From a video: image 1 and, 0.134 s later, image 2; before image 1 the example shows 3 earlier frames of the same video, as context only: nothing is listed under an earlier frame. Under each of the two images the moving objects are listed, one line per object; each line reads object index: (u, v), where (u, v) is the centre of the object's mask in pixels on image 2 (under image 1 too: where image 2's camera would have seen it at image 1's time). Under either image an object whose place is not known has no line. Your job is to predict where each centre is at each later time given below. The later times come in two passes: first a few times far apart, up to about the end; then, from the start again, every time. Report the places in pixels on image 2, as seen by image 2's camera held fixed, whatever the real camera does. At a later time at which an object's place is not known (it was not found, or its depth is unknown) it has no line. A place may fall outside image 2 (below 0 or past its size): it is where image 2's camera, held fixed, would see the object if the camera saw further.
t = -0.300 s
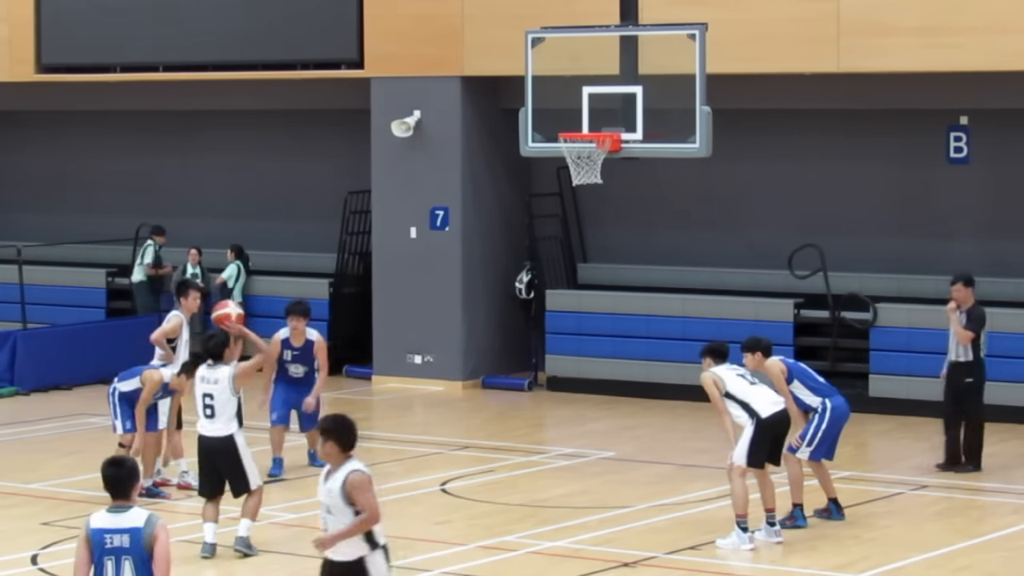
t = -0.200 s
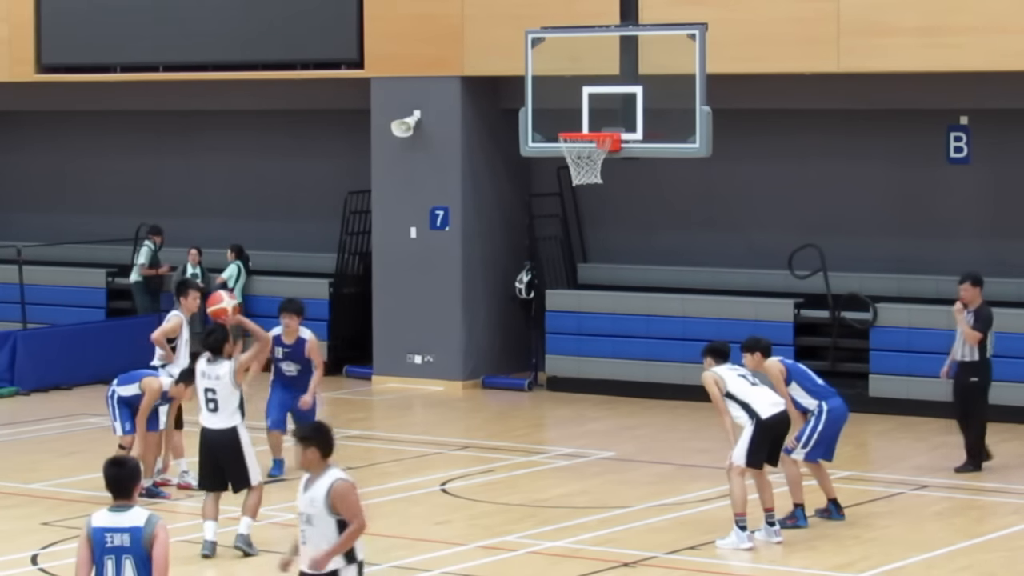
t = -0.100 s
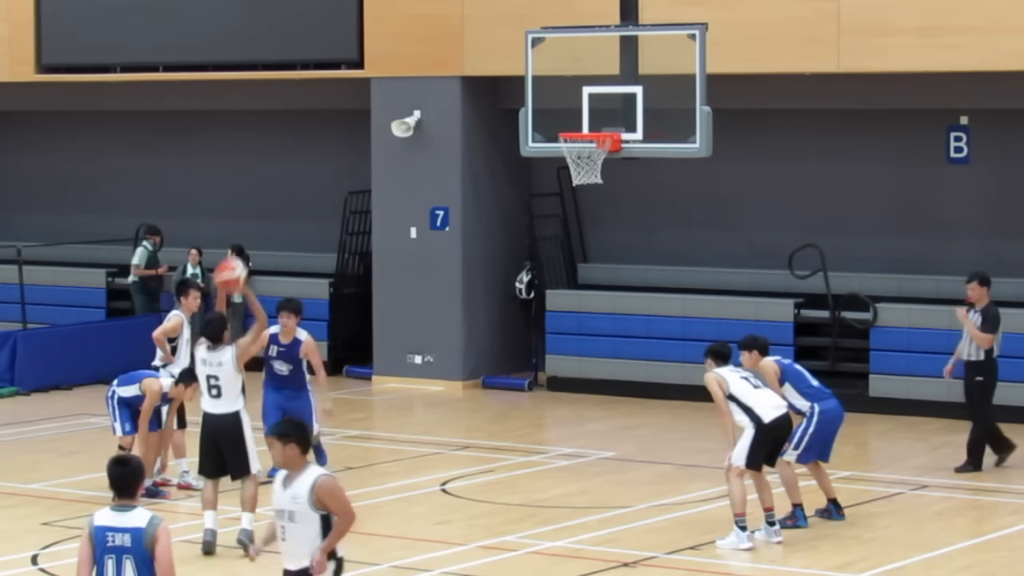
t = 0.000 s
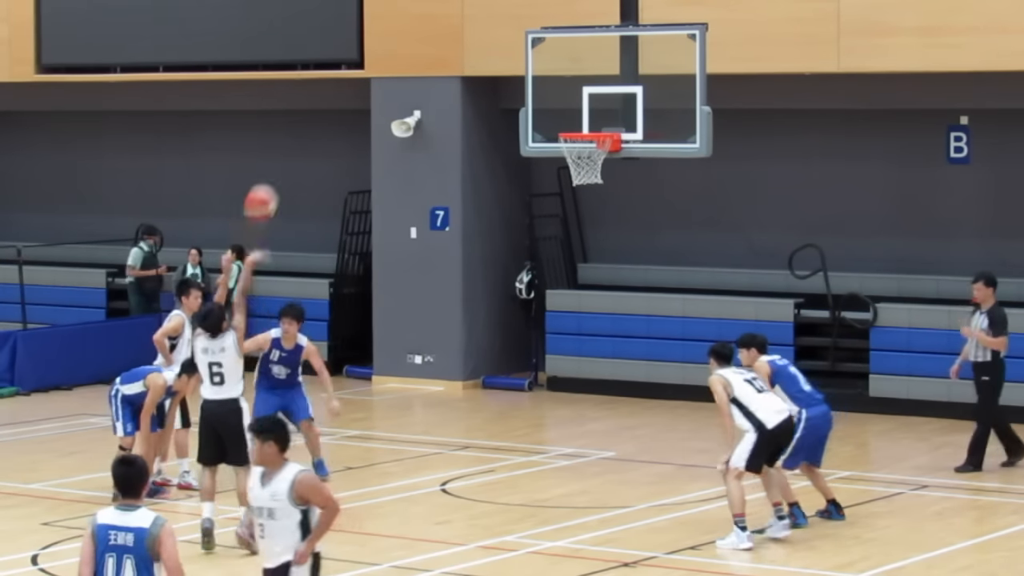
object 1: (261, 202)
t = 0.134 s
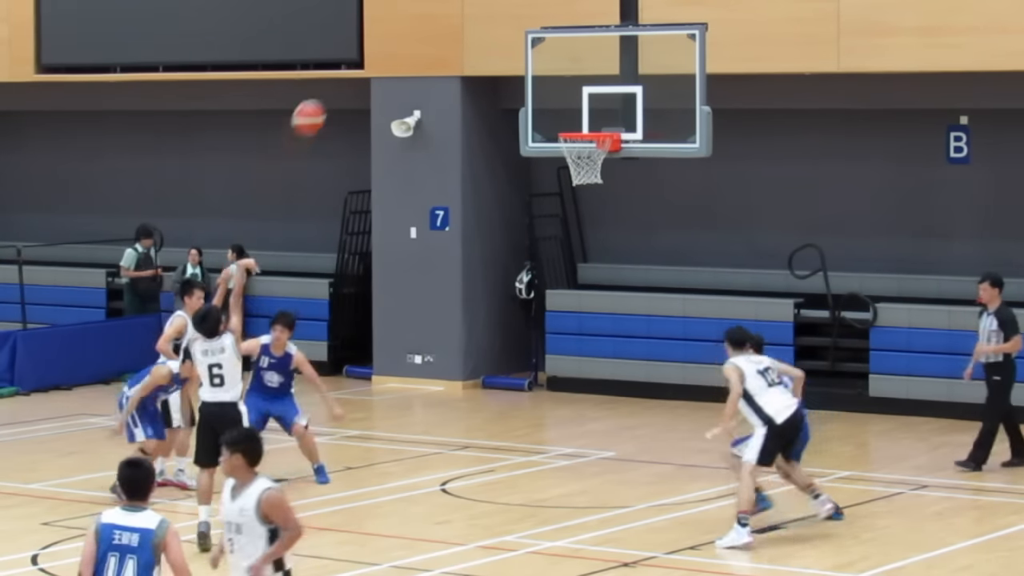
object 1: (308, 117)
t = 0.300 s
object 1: (366, 46)
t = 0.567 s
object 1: (453, 11)
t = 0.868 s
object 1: (545, 70)
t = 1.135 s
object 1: (604, 156)
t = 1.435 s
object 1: (583, 216)
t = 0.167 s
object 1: (321, 100)
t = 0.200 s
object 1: (332, 86)
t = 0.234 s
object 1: (344, 71)
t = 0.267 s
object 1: (355, 56)
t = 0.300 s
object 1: (366, 46)
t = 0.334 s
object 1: (378, 37)
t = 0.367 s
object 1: (389, 28)
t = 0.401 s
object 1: (400, 22)
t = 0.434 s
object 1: (411, 16)
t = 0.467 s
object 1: (422, 13)
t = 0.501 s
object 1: (432, 11)
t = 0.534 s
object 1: (442, 10)
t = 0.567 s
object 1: (453, 11)
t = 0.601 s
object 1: (463, 12)
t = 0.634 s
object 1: (474, 12)
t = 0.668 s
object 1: (484, 16)
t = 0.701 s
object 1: (495, 24)
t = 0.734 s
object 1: (505, 30)
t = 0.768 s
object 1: (515, 38)
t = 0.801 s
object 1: (526, 46)
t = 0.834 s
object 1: (536, 57)
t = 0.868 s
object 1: (545, 70)
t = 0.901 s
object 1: (554, 82)
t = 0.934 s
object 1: (563, 96)
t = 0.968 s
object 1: (571, 110)
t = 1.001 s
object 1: (580, 123)
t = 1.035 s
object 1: (586, 131)
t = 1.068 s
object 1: (593, 144)
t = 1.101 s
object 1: (601, 151)
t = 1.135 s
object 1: (604, 156)
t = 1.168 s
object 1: (601, 162)
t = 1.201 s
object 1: (600, 165)
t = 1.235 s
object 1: (597, 169)
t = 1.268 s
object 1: (595, 175)
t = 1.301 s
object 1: (592, 181)
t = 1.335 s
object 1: (591, 189)
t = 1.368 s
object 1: (589, 196)
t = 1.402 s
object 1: (586, 206)
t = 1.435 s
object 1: (583, 216)
